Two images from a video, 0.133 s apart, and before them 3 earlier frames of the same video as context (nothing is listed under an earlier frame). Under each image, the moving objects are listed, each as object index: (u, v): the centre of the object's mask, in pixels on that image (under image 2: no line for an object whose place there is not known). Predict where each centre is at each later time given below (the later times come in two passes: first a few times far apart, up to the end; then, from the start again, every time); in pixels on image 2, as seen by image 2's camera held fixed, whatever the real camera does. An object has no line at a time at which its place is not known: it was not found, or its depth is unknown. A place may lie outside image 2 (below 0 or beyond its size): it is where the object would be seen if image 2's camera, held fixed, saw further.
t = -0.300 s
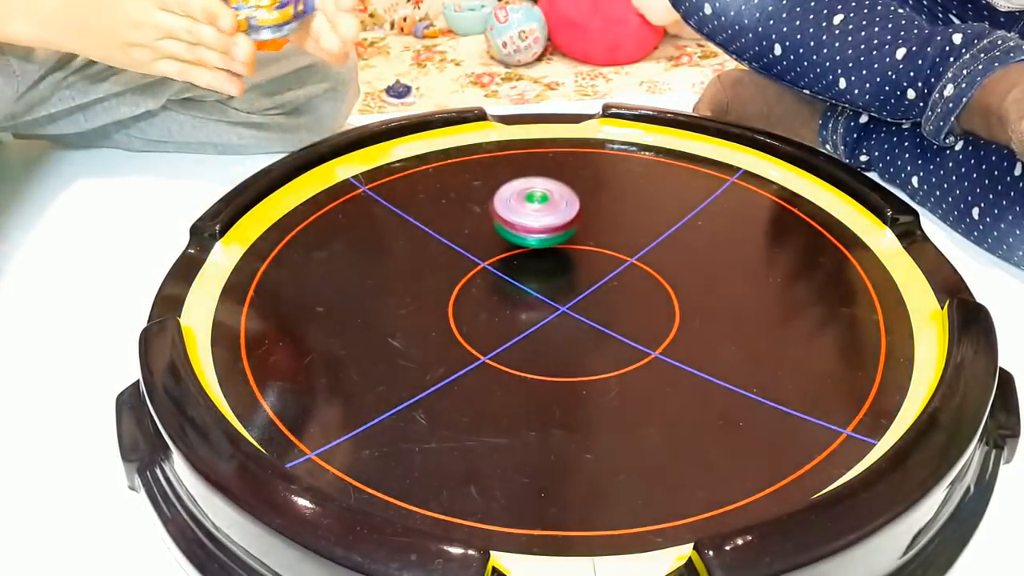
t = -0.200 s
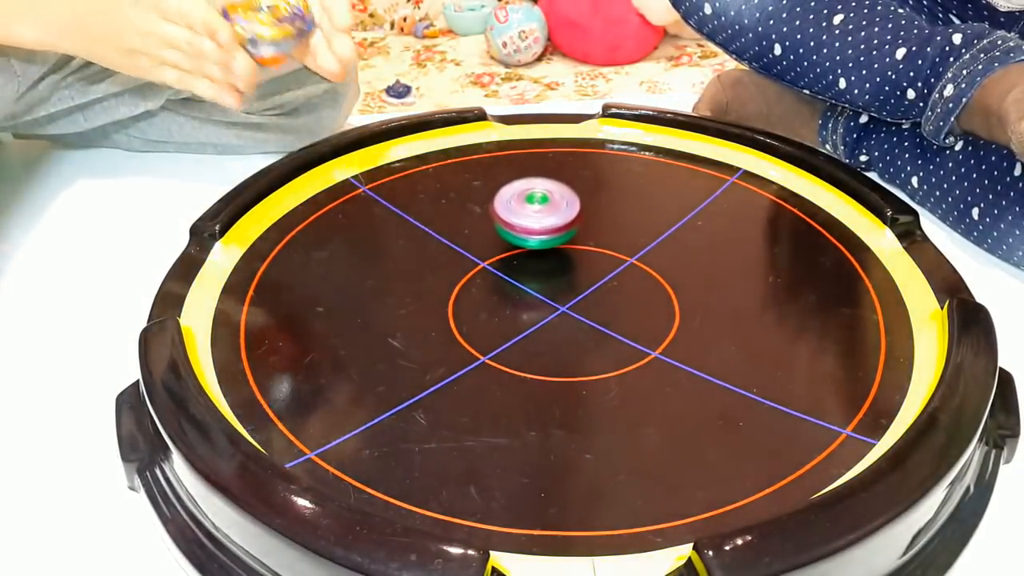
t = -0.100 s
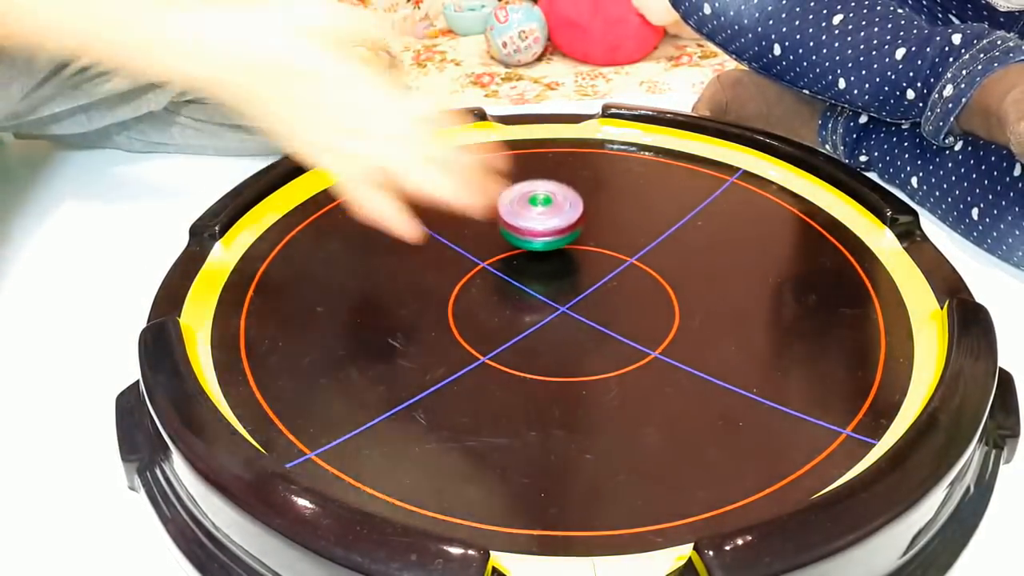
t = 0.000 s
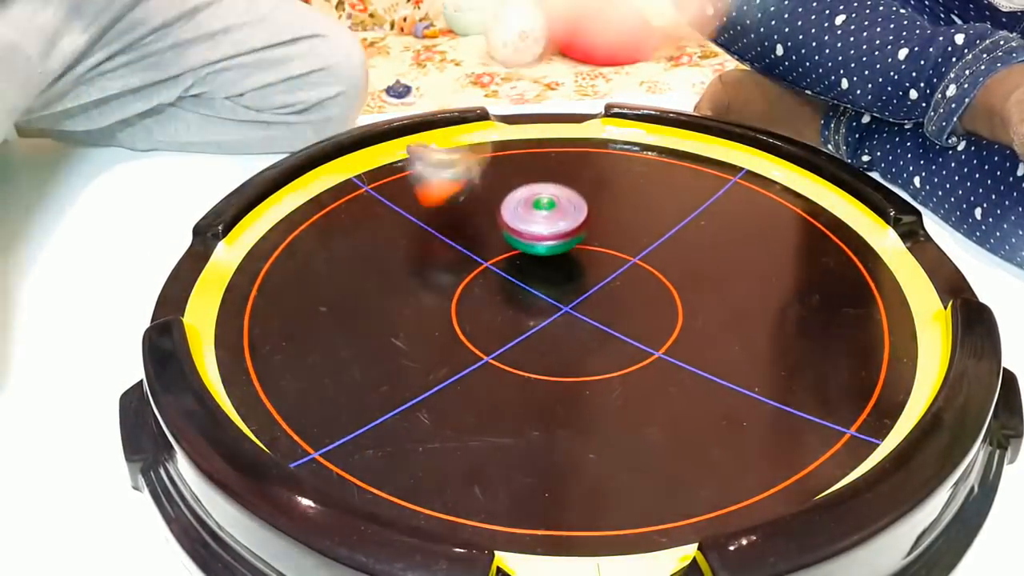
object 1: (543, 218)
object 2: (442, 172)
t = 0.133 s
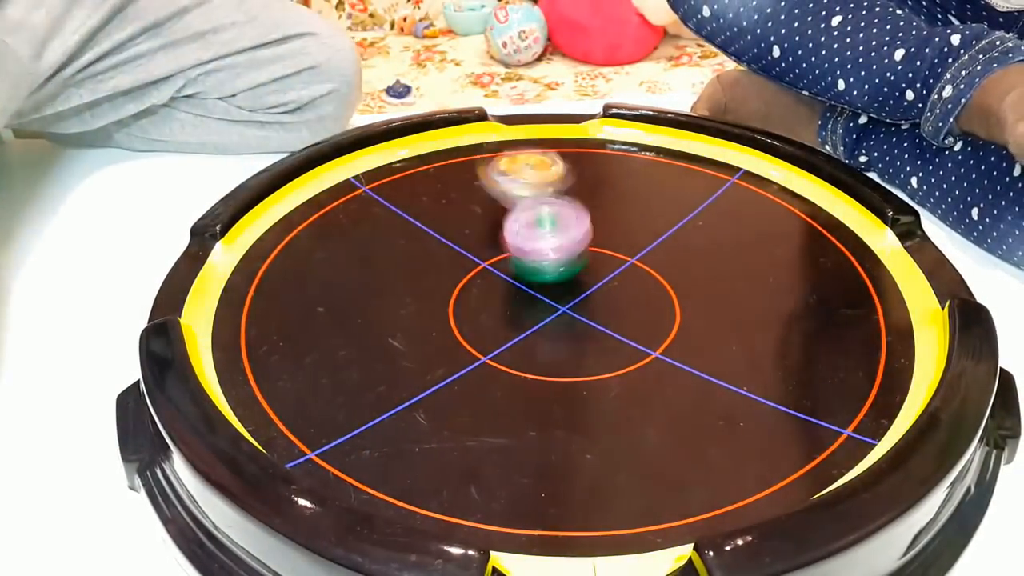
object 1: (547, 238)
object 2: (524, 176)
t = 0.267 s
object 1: (562, 311)
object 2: (595, 148)
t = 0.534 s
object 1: (544, 381)
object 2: (652, 124)
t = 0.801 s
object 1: (471, 413)
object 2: (671, 144)
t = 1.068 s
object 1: (413, 390)
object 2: (719, 182)
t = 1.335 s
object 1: (424, 338)
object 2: (774, 206)
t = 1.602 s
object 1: (500, 294)
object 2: (774, 211)
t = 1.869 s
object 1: (605, 269)
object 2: (743, 244)
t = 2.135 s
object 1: (669, 268)
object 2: (779, 299)
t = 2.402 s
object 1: (695, 287)
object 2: (814, 308)
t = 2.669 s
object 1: (649, 300)
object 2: (800, 311)
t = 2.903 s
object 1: (586, 287)
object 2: (790, 313)
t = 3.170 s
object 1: (544, 255)
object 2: (772, 329)
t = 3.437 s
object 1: (549, 223)
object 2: (758, 349)
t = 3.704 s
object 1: (583, 210)
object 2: (735, 345)
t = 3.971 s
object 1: (616, 225)
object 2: (678, 355)
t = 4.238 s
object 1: (612, 256)
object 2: (651, 379)
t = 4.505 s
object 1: (562, 280)
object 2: (636, 369)
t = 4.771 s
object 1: (505, 282)
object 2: (576, 361)
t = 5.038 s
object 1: (480, 262)
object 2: (544, 368)
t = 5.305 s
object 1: (500, 244)
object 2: (537, 355)
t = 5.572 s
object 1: (542, 245)
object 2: (498, 336)
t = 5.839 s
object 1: (573, 269)
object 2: (488, 338)
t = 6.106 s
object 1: (577, 300)
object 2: (479, 322)
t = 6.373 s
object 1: (574, 310)
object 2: (449, 337)
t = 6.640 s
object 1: (576, 306)
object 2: (463, 323)
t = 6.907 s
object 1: (603, 296)
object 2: (458, 322)
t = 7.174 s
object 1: (623, 291)
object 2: (469, 300)
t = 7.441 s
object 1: (623, 289)
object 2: (450, 282)
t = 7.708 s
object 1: (609, 284)
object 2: (466, 276)
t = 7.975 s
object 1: (594, 271)
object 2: (467, 254)
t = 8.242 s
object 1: (591, 259)
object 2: (484, 263)
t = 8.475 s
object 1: (596, 255)
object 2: (493, 254)
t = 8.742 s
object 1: (595, 263)
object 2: (486, 247)
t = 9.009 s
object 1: (582, 272)
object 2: (488, 246)
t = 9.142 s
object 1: (578, 277)
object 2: (489, 244)
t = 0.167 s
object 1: (551, 258)
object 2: (543, 167)
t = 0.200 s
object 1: (554, 278)
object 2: (564, 157)
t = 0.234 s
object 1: (558, 296)
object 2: (577, 159)
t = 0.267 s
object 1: (562, 311)
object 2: (595, 148)
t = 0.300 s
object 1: (565, 322)
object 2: (606, 144)
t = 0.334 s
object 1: (567, 332)
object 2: (618, 142)
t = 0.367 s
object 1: (567, 341)
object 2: (626, 137)
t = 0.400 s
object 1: (565, 350)
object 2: (633, 134)
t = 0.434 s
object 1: (560, 359)
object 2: (640, 129)
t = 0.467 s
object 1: (555, 367)
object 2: (645, 126)
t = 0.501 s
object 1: (550, 374)
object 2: (649, 124)
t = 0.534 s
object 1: (544, 381)
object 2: (652, 124)
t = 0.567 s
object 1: (536, 388)
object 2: (654, 125)
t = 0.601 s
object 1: (528, 394)
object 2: (658, 127)
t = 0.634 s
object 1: (520, 400)
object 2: (663, 129)
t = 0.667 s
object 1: (511, 404)
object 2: (666, 132)
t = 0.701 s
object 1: (501, 408)
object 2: (667, 133)
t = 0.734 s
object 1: (491, 411)
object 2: (668, 137)
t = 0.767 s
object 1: (481, 413)
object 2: (669, 140)
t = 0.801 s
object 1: (471, 413)
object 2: (671, 144)
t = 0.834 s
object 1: (462, 413)
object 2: (675, 149)
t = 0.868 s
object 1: (453, 412)
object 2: (680, 153)
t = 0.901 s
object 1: (444, 410)
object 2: (685, 158)
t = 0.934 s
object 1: (436, 407)
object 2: (691, 163)
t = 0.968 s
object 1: (428, 404)
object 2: (698, 168)
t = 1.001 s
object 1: (422, 400)
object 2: (705, 173)
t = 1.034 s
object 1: (417, 395)
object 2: (711, 178)
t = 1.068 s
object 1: (413, 390)
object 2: (719, 182)
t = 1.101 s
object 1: (410, 384)
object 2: (726, 186)
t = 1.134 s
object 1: (409, 378)
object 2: (734, 190)
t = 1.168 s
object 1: (409, 371)
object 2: (742, 193)
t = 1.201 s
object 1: (410, 365)
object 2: (750, 197)
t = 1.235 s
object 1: (412, 358)
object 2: (757, 200)
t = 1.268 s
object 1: (415, 351)
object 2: (764, 202)
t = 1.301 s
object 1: (419, 344)
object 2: (769, 205)
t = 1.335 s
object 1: (424, 338)
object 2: (774, 206)
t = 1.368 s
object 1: (431, 332)
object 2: (777, 206)
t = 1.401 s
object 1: (440, 326)
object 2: (779, 206)
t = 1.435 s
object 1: (448, 320)
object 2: (778, 206)
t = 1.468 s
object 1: (457, 314)
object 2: (777, 206)
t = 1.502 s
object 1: (467, 309)
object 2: (776, 207)
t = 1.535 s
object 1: (478, 304)
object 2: (774, 210)
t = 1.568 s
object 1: (489, 298)
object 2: (775, 210)
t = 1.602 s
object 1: (500, 294)
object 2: (774, 211)
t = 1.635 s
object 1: (512, 289)
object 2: (772, 213)
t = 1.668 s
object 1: (525, 285)
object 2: (768, 215)
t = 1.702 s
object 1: (538, 282)
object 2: (764, 217)
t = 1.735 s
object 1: (551, 278)
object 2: (759, 221)
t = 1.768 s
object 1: (564, 276)
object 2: (755, 226)
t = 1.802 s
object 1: (578, 273)
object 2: (750, 231)
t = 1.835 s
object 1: (591, 271)
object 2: (746, 238)
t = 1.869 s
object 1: (605, 269)
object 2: (743, 244)
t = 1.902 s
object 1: (618, 268)
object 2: (740, 251)
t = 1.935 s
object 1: (631, 267)
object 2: (738, 258)
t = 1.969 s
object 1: (642, 267)
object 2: (739, 266)
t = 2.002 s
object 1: (645, 265)
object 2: (746, 276)
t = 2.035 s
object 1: (649, 265)
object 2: (752, 282)
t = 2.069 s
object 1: (655, 265)
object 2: (759, 288)
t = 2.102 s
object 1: (662, 266)
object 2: (769, 294)
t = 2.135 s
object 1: (669, 268)
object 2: (779, 299)
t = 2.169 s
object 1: (674, 269)
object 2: (789, 303)
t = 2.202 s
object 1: (680, 271)
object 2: (798, 307)
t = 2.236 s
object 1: (685, 274)
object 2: (806, 310)
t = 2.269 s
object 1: (689, 276)
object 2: (812, 311)
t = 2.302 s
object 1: (692, 279)
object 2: (816, 312)
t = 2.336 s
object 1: (694, 282)
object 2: (817, 311)
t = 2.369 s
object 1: (695, 284)
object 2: (817, 310)
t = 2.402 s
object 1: (695, 287)
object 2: (814, 308)
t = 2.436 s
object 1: (695, 290)
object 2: (814, 308)
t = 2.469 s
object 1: (693, 293)
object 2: (812, 308)
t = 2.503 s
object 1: (691, 295)
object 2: (810, 307)
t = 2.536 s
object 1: (688, 297)
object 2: (806, 307)
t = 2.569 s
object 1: (681, 299)
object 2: (803, 307)
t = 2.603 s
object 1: (669, 299)
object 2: (804, 309)
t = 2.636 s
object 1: (658, 300)
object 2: (801, 310)
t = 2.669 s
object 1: (649, 300)
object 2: (800, 311)
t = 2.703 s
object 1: (639, 300)
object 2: (799, 311)
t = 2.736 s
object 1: (629, 299)
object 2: (798, 312)
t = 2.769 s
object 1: (621, 297)
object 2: (798, 313)
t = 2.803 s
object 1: (612, 296)
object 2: (797, 313)
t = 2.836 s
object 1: (603, 293)
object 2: (796, 313)
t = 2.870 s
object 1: (594, 291)
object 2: (793, 313)
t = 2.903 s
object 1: (586, 287)
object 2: (790, 313)
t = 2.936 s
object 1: (579, 284)
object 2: (787, 314)
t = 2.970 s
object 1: (572, 280)
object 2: (785, 317)
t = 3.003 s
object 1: (565, 276)
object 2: (784, 320)
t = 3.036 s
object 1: (559, 272)
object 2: (786, 322)
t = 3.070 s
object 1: (555, 268)
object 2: (782, 322)
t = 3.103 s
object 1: (550, 263)
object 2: (779, 324)
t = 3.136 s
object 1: (547, 259)
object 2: (778, 327)
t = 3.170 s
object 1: (544, 255)
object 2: (772, 329)
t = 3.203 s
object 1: (543, 251)
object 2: (769, 332)
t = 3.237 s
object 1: (542, 246)
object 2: (767, 335)
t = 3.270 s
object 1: (541, 241)
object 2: (762, 338)
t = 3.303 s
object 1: (541, 237)
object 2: (761, 341)
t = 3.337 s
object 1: (542, 233)
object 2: (760, 345)
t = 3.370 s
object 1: (544, 229)
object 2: (757, 346)
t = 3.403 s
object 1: (546, 226)
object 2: (758, 348)
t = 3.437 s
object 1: (549, 223)
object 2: (758, 349)
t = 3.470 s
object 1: (552, 220)
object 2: (757, 349)
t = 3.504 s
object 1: (556, 217)
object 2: (754, 349)
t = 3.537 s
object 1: (560, 215)
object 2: (749, 348)
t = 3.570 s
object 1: (564, 213)
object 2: (743, 346)
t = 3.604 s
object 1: (569, 212)
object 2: (741, 347)
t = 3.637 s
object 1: (574, 210)
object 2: (740, 348)
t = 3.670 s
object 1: (578, 210)
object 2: (738, 347)
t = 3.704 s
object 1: (583, 210)
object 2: (735, 345)
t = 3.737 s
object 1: (588, 211)
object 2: (731, 345)
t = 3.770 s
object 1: (592, 212)
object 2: (723, 344)
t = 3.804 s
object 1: (597, 213)
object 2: (716, 344)
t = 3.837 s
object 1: (601, 215)
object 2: (710, 345)
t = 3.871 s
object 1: (605, 216)
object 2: (701, 346)
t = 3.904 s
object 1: (609, 219)
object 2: (695, 350)
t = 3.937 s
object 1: (612, 222)
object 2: (687, 352)
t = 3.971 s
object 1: (616, 225)
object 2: (678, 355)
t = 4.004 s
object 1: (617, 228)
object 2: (673, 359)
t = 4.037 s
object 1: (618, 232)
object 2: (667, 362)
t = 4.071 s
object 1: (619, 235)
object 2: (659, 366)
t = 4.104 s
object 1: (619, 239)
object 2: (658, 369)
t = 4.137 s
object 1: (619, 244)
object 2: (655, 373)
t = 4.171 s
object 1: (617, 248)
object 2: (651, 375)
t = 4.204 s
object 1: (615, 252)
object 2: (652, 377)
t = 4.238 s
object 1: (612, 256)
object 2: (651, 379)
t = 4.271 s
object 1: (608, 259)
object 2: (650, 379)
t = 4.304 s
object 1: (603, 263)
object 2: (648, 379)
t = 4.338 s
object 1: (598, 267)
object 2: (645, 378)
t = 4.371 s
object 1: (591, 270)
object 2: (643, 375)
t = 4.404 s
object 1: (585, 273)
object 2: (643, 374)
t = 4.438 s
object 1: (578, 276)
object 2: (641, 373)
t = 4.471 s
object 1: (571, 278)
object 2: (641, 370)
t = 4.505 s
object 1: (562, 280)
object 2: (636, 369)
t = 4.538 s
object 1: (555, 282)
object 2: (631, 367)
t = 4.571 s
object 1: (547, 283)
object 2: (625, 363)
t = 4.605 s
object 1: (539, 284)
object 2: (618, 363)
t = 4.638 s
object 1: (532, 284)
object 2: (611, 363)
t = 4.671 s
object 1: (525, 284)
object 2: (604, 361)
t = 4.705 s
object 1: (518, 284)
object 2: (593, 359)
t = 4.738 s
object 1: (511, 283)
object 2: (583, 361)
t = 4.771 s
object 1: (505, 282)
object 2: (576, 361)
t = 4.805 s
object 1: (500, 280)
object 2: (567, 361)
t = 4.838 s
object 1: (495, 278)
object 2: (560, 363)
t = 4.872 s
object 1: (491, 276)
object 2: (554, 364)
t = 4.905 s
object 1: (487, 273)
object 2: (548, 365)
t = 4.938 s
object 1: (484, 270)
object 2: (546, 366)
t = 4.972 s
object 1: (482, 267)
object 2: (544, 367)
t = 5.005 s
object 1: (481, 264)
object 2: (544, 368)
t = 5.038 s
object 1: (480, 262)
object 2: (544, 368)
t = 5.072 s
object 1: (481, 258)
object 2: (543, 369)
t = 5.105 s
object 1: (482, 256)
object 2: (541, 369)
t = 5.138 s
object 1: (483, 253)
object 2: (541, 368)
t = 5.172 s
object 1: (485, 251)
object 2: (541, 365)
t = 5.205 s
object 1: (488, 249)
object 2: (541, 364)
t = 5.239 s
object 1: (491, 247)
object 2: (541, 360)
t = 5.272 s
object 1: (495, 245)
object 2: (540, 358)
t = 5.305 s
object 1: (500, 244)
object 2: (537, 355)
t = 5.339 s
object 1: (504, 243)
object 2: (535, 350)
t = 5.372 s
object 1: (510, 241)
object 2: (530, 348)
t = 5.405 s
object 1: (515, 241)
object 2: (524, 344)
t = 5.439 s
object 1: (520, 241)
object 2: (519, 341)
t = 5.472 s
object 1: (525, 242)
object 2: (514, 341)
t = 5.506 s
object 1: (530, 243)
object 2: (509, 340)
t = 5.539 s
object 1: (536, 244)
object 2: (504, 338)
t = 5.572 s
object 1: (542, 245)
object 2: (498, 336)
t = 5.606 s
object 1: (547, 248)
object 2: (495, 336)
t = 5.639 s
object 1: (552, 250)
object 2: (491, 336)
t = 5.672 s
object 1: (556, 252)
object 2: (491, 337)
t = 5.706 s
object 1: (561, 256)
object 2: (493, 338)
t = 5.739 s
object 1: (564, 258)
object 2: (491, 340)
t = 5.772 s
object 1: (568, 262)
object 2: (488, 340)
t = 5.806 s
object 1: (570, 266)
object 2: (487, 339)
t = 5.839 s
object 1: (573, 269)
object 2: (488, 338)
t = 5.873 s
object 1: (575, 274)
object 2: (490, 336)
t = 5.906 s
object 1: (576, 278)
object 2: (490, 335)
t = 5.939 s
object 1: (578, 282)
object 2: (490, 332)
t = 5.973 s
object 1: (580, 285)
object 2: (490, 330)
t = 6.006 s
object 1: (580, 290)
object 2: (486, 329)
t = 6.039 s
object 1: (578, 294)
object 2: (484, 327)
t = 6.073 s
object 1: (578, 297)
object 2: (483, 325)
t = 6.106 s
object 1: (577, 300)
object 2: (479, 322)
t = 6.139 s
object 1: (583, 300)
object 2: (467, 325)
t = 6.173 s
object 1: (585, 302)
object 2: (462, 328)
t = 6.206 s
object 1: (585, 303)
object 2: (459, 326)
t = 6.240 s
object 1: (583, 305)
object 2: (454, 327)
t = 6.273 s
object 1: (581, 307)
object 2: (449, 329)
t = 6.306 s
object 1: (579, 308)
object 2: (446, 332)
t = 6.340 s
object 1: (577, 309)
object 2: (446, 335)
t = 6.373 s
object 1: (574, 310)
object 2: (449, 337)
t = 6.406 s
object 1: (572, 310)
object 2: (455, 338)
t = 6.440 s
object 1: (568, 311)
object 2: (461, 339)
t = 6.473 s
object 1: (567, 311)
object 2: (465, 338)
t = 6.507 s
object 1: (568, 310)
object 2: (464, 335)
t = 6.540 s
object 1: (569, 309)
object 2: (463, 331)
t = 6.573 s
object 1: (570, 308)
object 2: (466, 329)
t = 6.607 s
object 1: (572, 307)
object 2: (468, 324)
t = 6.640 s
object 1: (576, 306)
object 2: (463, 323)
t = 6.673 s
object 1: (579, 304)
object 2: (458, 323)
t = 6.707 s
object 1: (583, 302)
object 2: (456, 321)
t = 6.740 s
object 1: (586, 301)
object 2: (452, 319)
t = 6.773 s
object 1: (589, 300)
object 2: (449, 318)
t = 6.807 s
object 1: (593, 299)
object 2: (450, 318)
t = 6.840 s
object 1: (597, 298)
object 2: (454, 319)
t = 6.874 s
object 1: (600, 297)
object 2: (457, 320)
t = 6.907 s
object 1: (603, 296)
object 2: (458, 322)
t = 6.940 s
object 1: (605, 295)
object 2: (459, 322)
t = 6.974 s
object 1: (609, 294)
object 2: (460, 321)
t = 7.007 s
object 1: (612, 294)
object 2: (462, 318)
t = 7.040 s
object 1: (615, 292)
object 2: (465, 314)
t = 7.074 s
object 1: (618, 292)
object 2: (469, 309)
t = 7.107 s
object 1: (619, 292)
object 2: (472, 307)
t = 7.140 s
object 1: (621, 291)
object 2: (471, 304)
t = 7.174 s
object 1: (623, 291)
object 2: (469, 300)
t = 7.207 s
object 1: (624, 291)
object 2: (468, 296)
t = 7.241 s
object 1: (627, 291)
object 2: (466, 292)
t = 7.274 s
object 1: (628, 291)
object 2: (463, 290)
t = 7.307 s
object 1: (625, 290)
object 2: (459, 289)
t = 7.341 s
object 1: (626, 289)
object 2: (456, 288)
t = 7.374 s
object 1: (625, 289)
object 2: (455, 286)
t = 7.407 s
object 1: (624, 289)
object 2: (452, 284)
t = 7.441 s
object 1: (623, 289)
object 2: (450, 282)
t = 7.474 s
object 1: (622, 289)
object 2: (450, 281)
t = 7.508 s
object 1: (620, 289)
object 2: (452, 281)
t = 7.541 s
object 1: (619, 289)
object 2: (455, 282)
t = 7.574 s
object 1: (617, 288)
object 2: (457, 283)
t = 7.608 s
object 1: (615, 287)
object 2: (459, 284)
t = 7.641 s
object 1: (613, 286)
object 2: (461, 282)
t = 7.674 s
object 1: (611, 285)
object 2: (463, 280)
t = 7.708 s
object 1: (609, 284)
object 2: (466, 276)
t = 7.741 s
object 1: (607, 283)
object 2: (469, 272)
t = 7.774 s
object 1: (604, 282)
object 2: (472, 268)
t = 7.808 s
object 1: (603, 280)
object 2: (472, 266)
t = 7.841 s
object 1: (601, 278)
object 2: (470, 263)
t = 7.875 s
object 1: (598, 276)
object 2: (468, 261)
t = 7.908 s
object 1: (597, 275)
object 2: (468, 258)
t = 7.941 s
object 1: (595, 273)
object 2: (468, 256)
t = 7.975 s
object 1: (594, 271)
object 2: (467, 254)
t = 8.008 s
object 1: (593, 269)
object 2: (467, 255)
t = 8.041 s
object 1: (592, 267)
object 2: (470, 257)
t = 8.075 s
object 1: (592, 265)
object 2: (474, 259)
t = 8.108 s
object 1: (591, 263)
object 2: (476, 261)
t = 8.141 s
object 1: (591, 262)
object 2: (476, 264)
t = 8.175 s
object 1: (591, 260)
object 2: (478, 265)
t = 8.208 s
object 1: (591, 260)
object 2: (481, 265)
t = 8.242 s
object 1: (591, 259)
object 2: (484, 263)
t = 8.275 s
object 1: (591, 258)
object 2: (489, 260)
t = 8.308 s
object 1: (592, 257)
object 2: (495, 257)
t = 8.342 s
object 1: (592, 256)
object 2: (497, 256)
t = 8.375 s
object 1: (594, 255)
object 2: (494, 255)
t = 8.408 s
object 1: (595, 255)
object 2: (491, 254)
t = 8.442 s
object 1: (596, 255)
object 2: (491, 255)
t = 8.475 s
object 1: (596, 255)
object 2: (493, 254)
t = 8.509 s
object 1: (596, 256)
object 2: (494, 250)
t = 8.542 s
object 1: (595, 258)
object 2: (492, 250)
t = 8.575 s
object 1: (596, 258)
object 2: (489, 250)
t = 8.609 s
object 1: (597, 259)
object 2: (486, 250)
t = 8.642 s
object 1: (596, 260)
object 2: (485, 251)
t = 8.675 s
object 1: (596, 261)
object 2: (484, 251)
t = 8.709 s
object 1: (596, 261)
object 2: (485, 249)
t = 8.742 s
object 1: (595, 263)
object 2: (486, 247)
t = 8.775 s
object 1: (594, 263)
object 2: (489, 246)
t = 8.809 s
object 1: (592, 264)
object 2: (490, 246)
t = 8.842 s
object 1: (590, 266)
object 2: (489, 246)
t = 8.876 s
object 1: (588, 266)
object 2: (488, 247)
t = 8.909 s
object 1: (586, 267)
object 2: (487, 248)
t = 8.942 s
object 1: (584, 268)
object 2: (489, 248)
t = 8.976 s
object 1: (583, 270)
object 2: (489, 246)
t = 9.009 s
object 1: (582, 272)
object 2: (488, 246)
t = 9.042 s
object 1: (582, 273)
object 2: (487, 246)
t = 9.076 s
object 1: (581, 274)
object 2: (486, 245)
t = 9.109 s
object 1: (580, 276)
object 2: (487, 244)
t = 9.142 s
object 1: (578, 277)
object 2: (489, 244)
